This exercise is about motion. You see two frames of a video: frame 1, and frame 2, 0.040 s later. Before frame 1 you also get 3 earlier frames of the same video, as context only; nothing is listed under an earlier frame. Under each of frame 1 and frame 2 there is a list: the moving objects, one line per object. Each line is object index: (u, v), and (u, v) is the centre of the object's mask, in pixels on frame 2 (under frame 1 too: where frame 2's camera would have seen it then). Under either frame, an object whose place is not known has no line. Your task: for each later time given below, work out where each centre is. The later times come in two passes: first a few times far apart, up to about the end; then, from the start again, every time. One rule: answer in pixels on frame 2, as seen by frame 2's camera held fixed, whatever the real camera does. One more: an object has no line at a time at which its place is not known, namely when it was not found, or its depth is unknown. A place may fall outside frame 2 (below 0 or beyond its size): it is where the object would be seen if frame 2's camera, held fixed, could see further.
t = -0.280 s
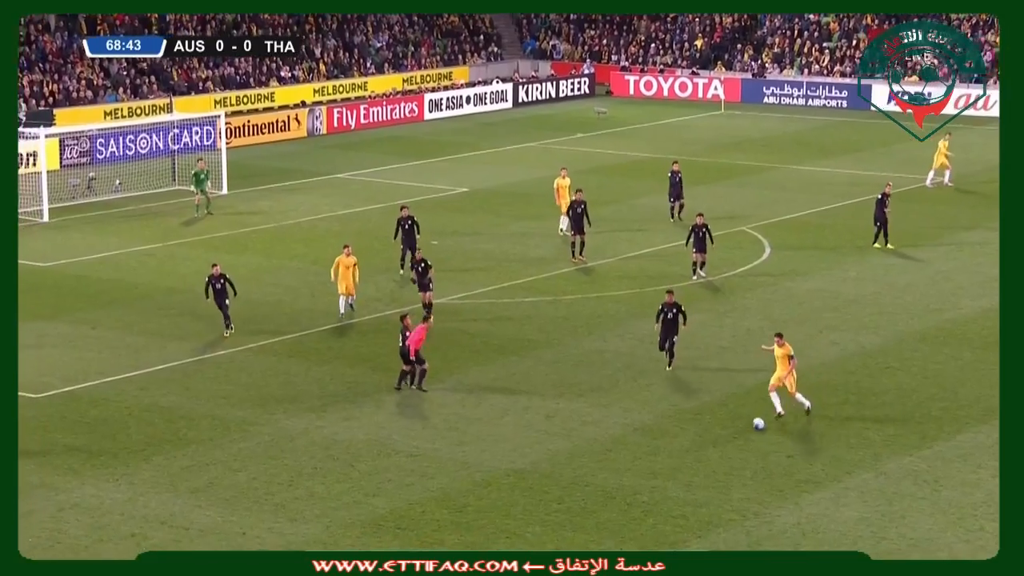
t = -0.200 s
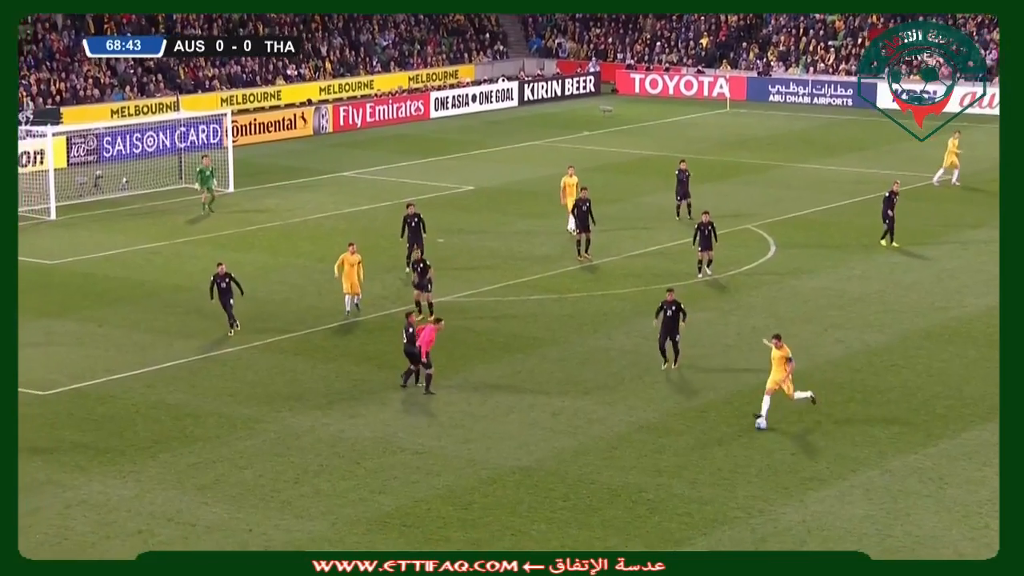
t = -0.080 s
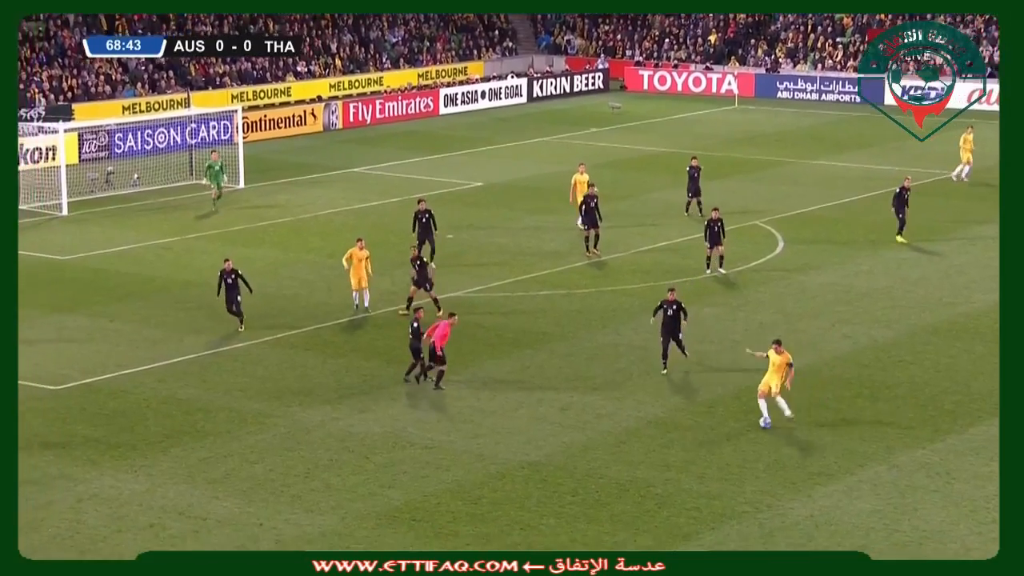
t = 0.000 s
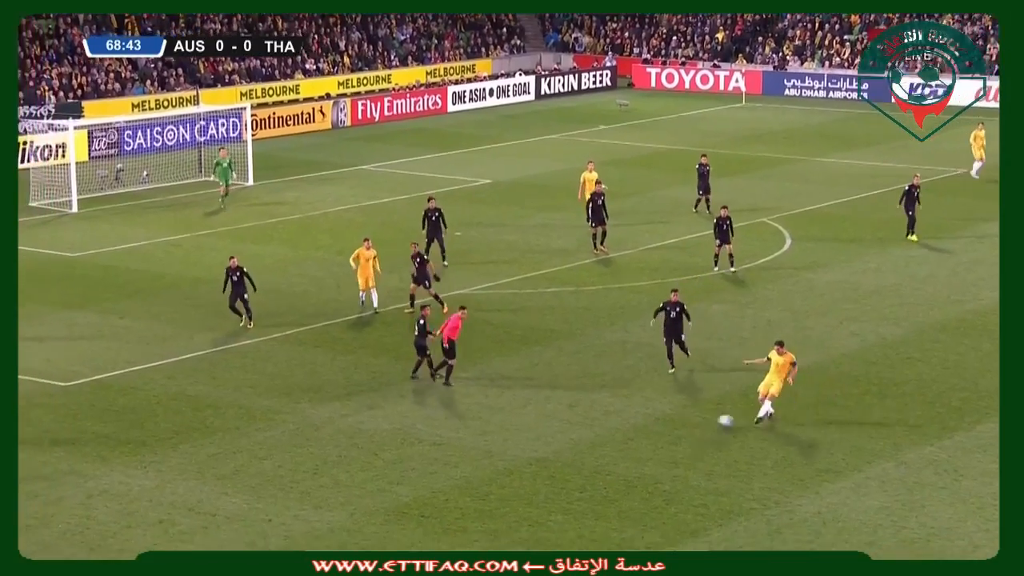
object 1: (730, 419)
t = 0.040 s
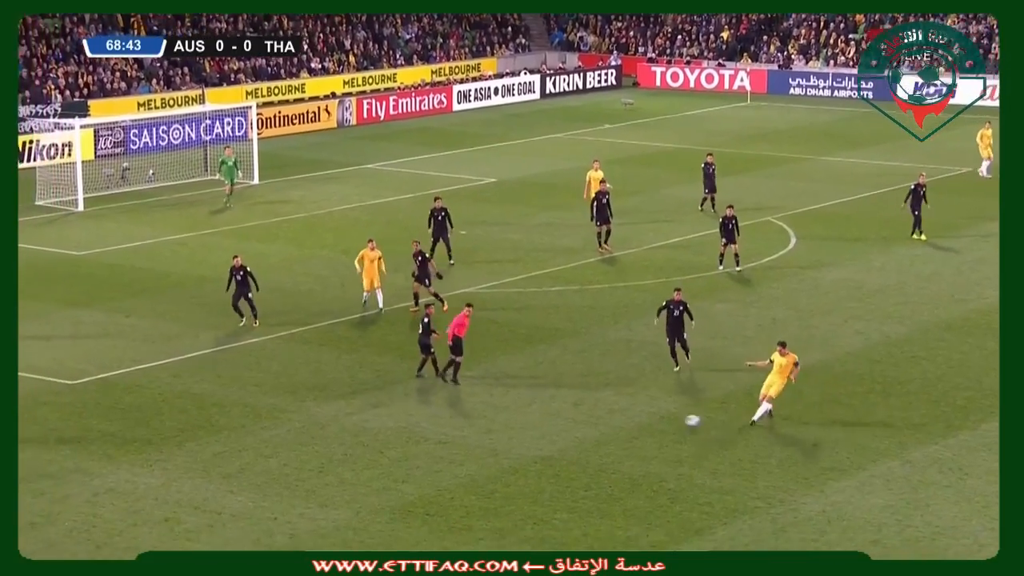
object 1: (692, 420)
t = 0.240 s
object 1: (505, 430)
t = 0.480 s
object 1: (303, 441)
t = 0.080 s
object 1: (652, 423)
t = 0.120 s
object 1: (614, 426)
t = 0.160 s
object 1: (576, 429)
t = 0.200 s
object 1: (541, 430)
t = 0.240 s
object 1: (505, 430)
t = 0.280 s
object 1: (469, 432)
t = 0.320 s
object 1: (434, 435)
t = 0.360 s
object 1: (400, 437)
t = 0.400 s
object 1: (367, 437)
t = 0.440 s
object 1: (334, 439)
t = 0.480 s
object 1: (303, 441)
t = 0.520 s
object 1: (271, 442)
